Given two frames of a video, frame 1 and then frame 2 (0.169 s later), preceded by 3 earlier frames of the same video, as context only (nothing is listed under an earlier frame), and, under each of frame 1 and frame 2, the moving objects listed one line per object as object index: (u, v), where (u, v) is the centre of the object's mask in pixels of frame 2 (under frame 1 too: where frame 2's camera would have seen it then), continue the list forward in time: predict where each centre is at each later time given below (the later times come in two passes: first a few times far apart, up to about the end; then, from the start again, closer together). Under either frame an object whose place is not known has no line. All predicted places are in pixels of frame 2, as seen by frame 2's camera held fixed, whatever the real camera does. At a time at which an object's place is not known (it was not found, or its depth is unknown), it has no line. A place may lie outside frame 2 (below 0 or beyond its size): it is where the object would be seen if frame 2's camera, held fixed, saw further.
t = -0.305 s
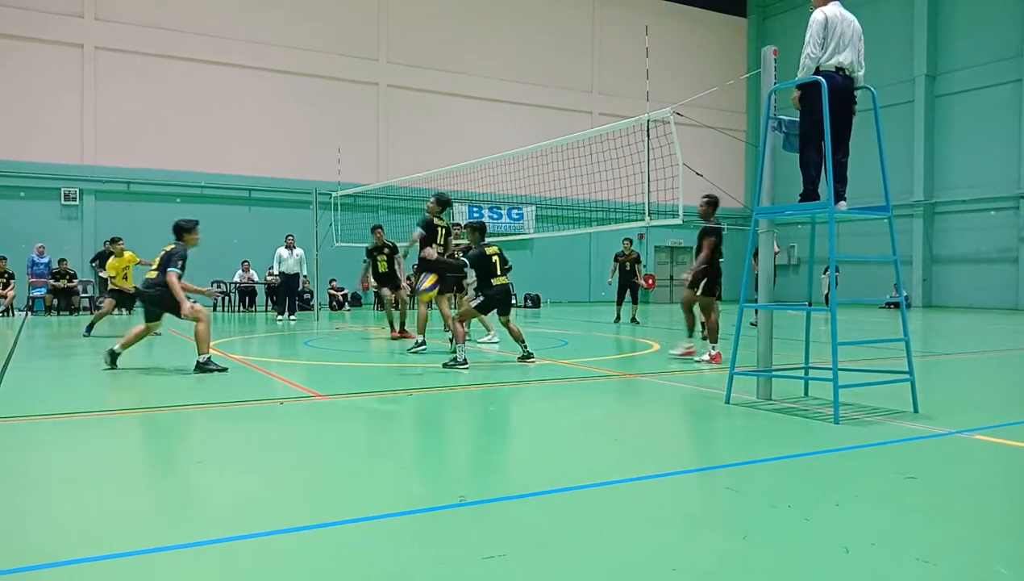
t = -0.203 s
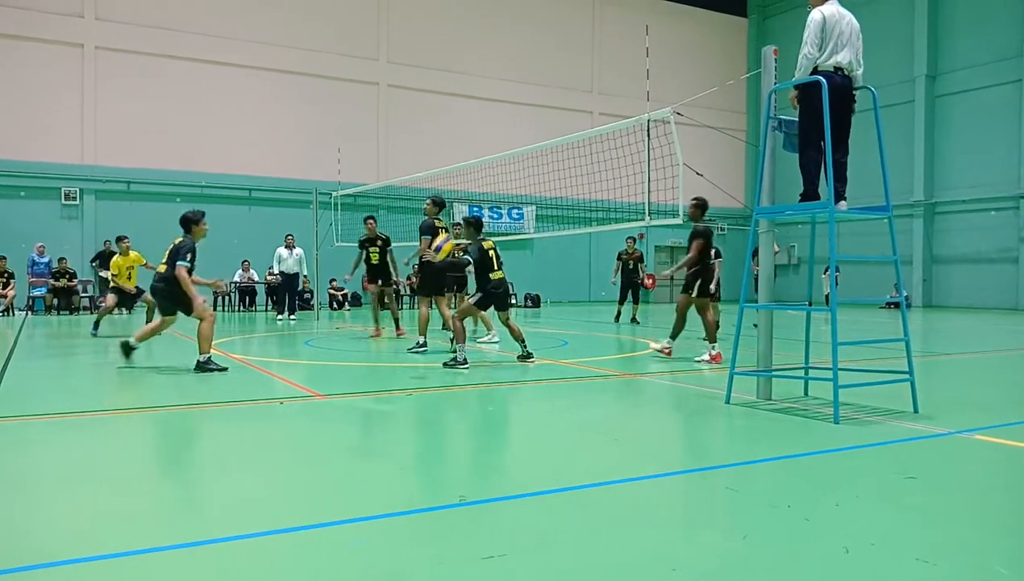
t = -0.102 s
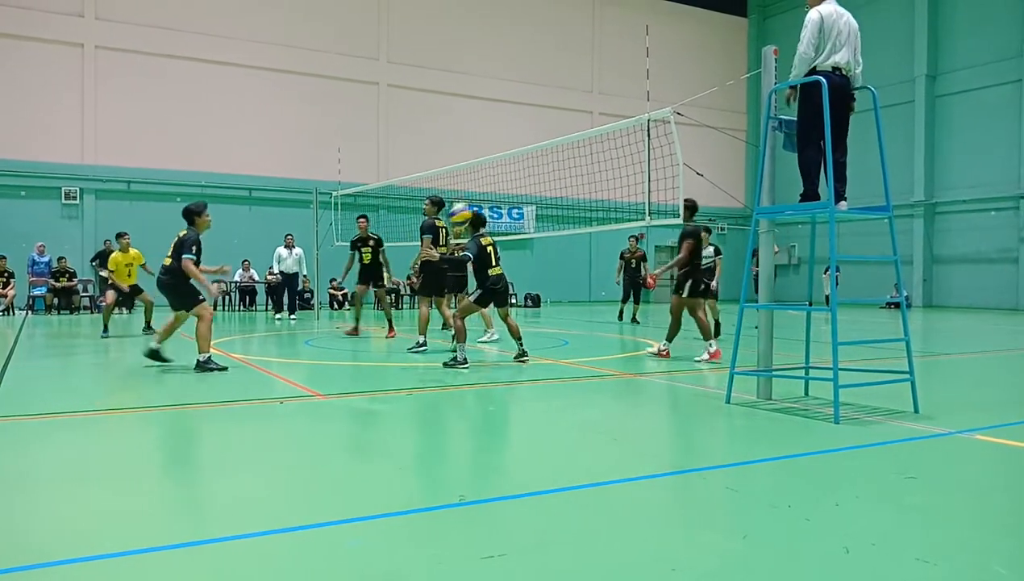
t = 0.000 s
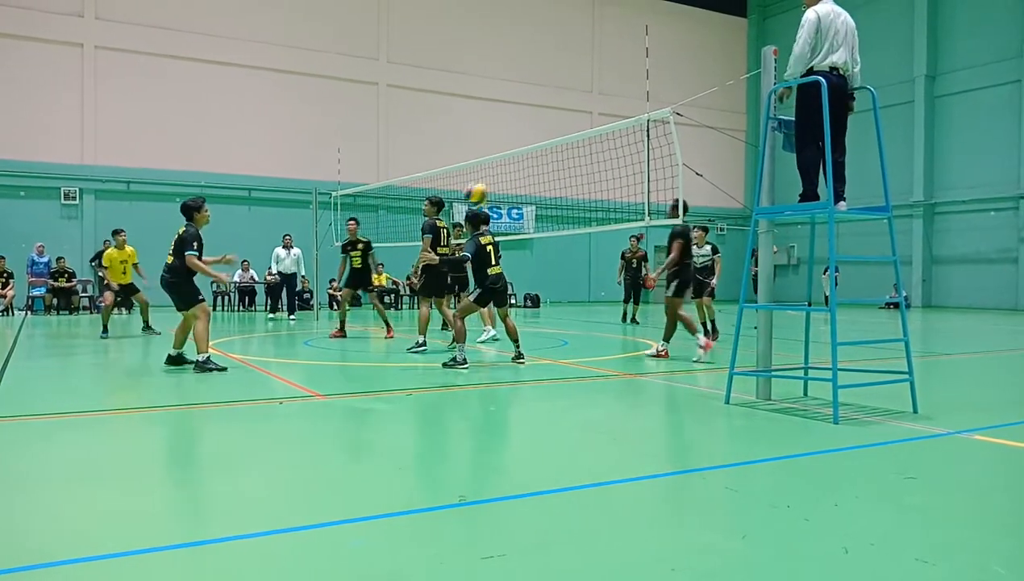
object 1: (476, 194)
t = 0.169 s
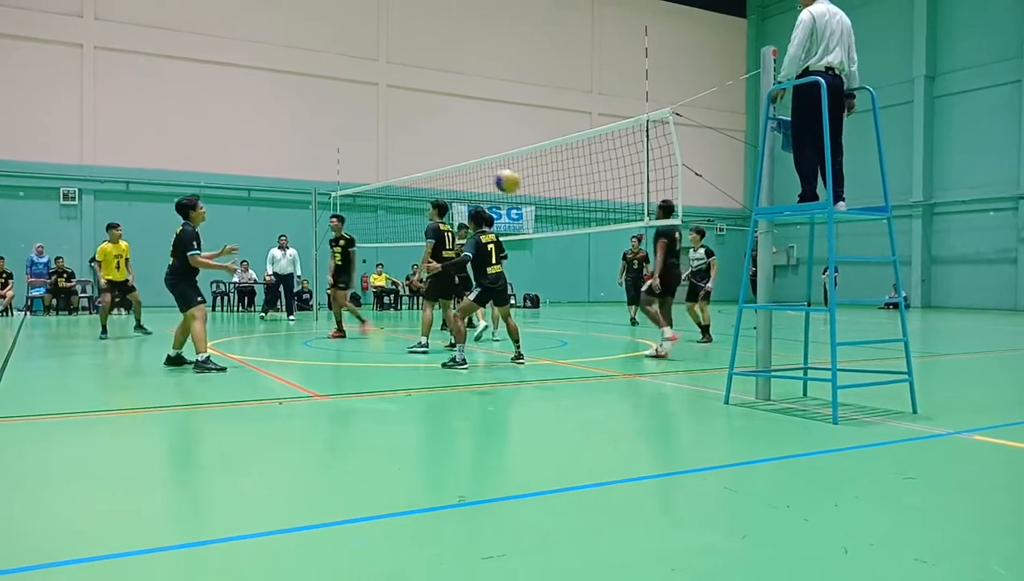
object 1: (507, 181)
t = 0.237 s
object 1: (520, 185)
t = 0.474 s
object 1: (572, 249)
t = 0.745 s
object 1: (642, 374)
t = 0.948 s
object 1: (698, 277)
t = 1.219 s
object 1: (787, 233)
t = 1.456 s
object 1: (882, 301)
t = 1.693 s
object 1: (1004, 443)
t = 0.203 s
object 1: (513, 183)
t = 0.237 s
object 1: (520, 185)
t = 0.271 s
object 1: (528, 190)
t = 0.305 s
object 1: (534, 195)
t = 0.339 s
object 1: (542, 203)
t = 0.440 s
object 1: (565, 235)
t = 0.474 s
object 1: (572, 249)
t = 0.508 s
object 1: (580, 265)
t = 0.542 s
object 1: (589, 283)
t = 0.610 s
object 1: (603, 324)
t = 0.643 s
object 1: (614, 352)
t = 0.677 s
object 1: (623, 382)
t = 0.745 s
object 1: (642, 374)
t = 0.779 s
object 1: (651, 353)
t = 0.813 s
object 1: (660, 337)
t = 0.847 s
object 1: (670, 322)
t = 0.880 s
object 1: (679, 304)
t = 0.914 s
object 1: (688, 290)
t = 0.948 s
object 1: (698, 277)
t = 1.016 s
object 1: (719, 257)
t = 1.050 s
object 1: (729, 248)
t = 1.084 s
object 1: (740, 243)
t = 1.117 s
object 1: (751, 238)
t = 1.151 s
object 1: (764, 234)
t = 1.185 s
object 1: (774, 232)
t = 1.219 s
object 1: (787, 233)
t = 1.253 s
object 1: (800, 236)
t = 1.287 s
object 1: (813, 241)
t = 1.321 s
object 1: (827, 248)
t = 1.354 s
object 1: (842, 258)
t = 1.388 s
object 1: (854, 270)
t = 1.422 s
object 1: (869, 285)
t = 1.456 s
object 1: (882, 301)
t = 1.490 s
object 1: (900, 322)
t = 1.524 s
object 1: (916, 347)
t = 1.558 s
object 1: (934, 377)
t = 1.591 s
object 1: (950, 408)
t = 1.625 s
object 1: (968, 447)
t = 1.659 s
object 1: (988, 467)
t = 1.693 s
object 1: (1004, 443)
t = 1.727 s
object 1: (1014, 421)
